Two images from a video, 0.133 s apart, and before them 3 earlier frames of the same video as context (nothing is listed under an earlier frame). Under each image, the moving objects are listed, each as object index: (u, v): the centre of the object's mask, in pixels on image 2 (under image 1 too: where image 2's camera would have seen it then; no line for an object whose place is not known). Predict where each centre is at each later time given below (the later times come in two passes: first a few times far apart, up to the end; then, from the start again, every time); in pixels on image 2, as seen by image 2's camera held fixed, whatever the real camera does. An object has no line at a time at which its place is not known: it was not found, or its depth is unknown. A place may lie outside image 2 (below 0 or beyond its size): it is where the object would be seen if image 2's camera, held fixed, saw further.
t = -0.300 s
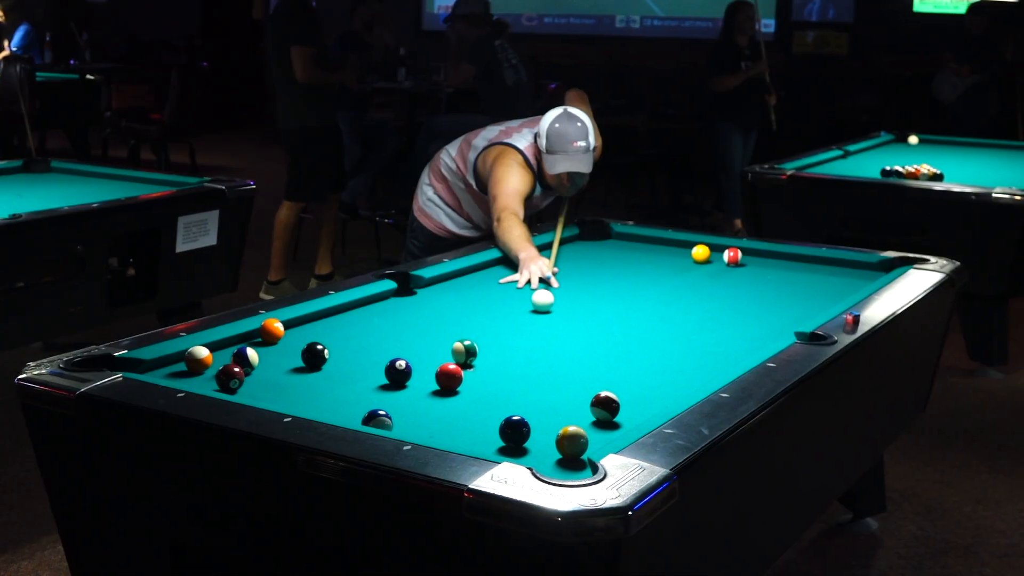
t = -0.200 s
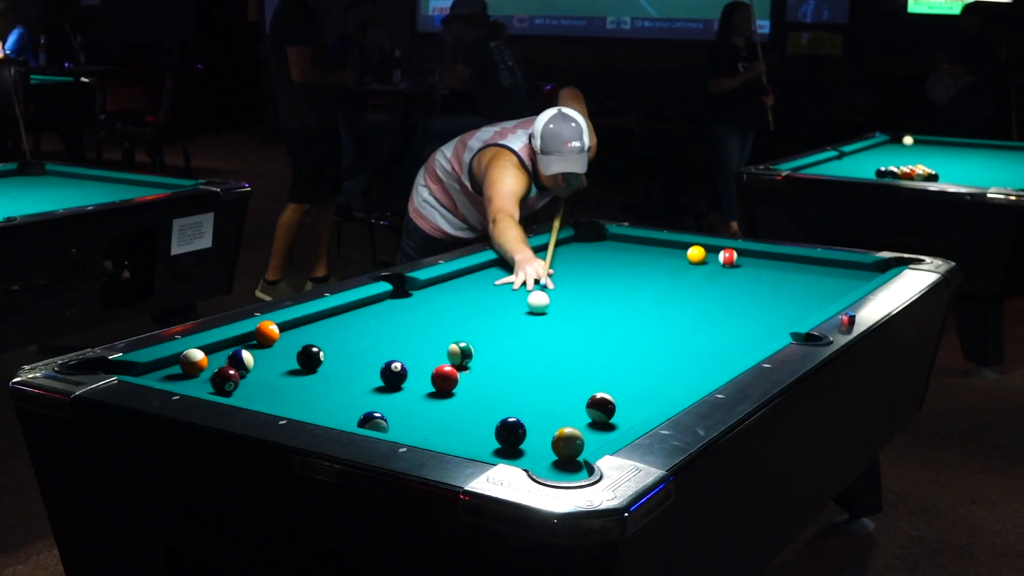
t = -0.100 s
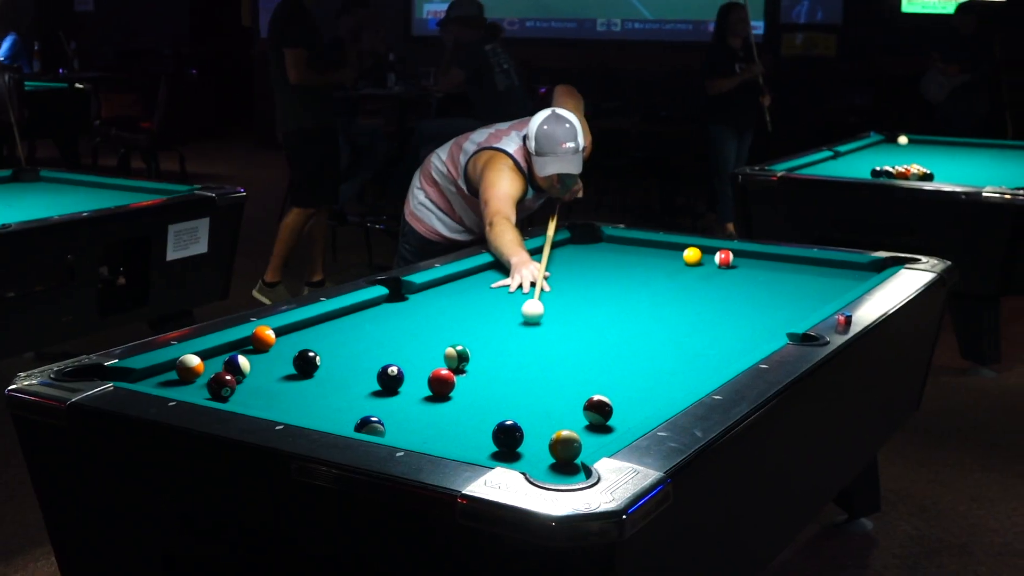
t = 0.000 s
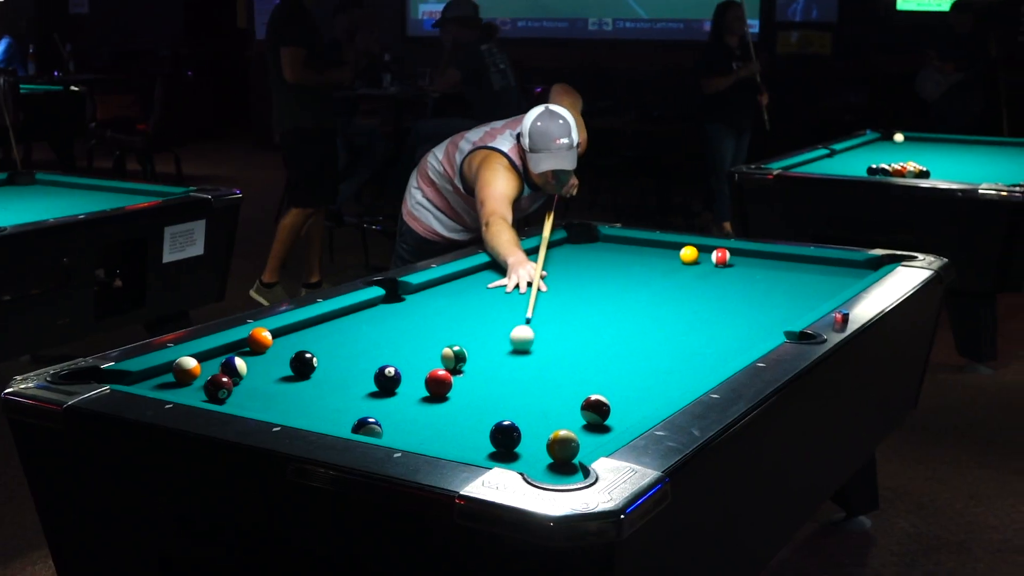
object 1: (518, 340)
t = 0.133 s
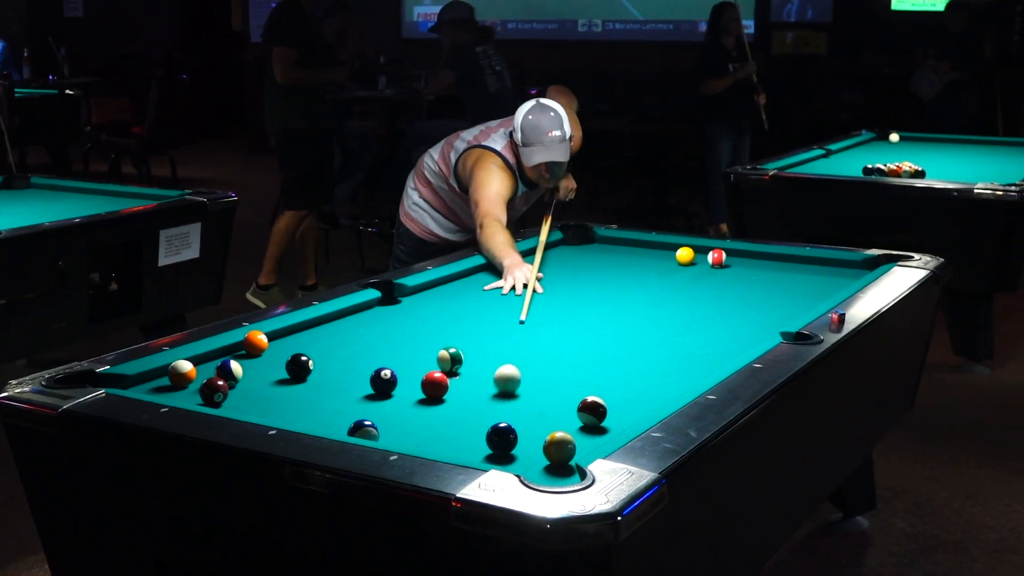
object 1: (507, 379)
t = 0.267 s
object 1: (494, 417)
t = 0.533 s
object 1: (422, 442)
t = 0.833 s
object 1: (453, 423)
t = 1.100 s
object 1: (476, 405)
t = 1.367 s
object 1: (495, 389)
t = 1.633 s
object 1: (512, 375)
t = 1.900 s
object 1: (526, 363)
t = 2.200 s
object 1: (539, 351)
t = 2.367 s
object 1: (546, 346)
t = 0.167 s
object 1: (504, 390)
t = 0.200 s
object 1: (501, 399)
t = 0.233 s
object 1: (498, 409)
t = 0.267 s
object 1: (494, 417)
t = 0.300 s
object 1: (487, 426)
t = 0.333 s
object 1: (478, 430)
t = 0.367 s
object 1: (468, 432)
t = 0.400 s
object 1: (457, 435)
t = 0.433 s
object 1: (448, 438)
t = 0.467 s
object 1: (438, 440)
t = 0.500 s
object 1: (429, 441)
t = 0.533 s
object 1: (422, 442)
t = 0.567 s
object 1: (426, 441)
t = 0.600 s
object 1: (430, 440)
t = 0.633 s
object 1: (433, 438)
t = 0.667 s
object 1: (436, 436)
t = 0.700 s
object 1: (440, 434)
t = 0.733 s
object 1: (443, 431)
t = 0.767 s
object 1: (447, 428)
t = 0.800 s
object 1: (450, 426)
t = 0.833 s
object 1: (453, 423)
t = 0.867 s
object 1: (456, 421)
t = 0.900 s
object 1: (459, 418)
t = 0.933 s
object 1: (462, 416)
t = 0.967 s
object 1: (465, 414)
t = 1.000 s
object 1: (468, 411)
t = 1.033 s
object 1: (471, 409)
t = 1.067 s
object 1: (474, 407)
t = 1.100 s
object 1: (476, 405)
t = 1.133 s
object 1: (479, 403)
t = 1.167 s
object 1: (481, 401)
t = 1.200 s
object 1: (484, 399)
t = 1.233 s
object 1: (486, 397)
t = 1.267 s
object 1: (489, 395)
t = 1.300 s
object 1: (491, 393)
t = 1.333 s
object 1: (493, 391)
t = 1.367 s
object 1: (495, 389)
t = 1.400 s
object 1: (498, 387)
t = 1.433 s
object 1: (500, 385)
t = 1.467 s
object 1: (502, 384)
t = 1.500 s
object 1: (504, 382)
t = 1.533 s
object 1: (506, 380)
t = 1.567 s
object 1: (508, 379)
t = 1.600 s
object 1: (510, 377)
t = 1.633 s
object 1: (512, 375)
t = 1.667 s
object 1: (513, 374)
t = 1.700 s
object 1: (515, 372)
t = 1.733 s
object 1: (517, 370)
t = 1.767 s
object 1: (519, 369)
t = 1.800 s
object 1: (521, 367)
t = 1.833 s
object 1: (522, 366)
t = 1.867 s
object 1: (524, 364)
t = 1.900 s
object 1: (526, 363)
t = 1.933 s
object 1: (527, 362)
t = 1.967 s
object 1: (529, 360)
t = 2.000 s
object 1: (531, 359)
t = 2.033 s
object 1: (532, 357)
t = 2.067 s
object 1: (534, 356)
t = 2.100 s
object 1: (535, 355)
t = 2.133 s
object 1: (536, 354)
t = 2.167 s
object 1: (538, 353)
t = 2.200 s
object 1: (539, 351)
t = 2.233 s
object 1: (541, 350)
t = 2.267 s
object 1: (542, 349)
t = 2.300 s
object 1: (543, 348)
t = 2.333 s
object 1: (545, 347)
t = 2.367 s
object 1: (546, 346)
